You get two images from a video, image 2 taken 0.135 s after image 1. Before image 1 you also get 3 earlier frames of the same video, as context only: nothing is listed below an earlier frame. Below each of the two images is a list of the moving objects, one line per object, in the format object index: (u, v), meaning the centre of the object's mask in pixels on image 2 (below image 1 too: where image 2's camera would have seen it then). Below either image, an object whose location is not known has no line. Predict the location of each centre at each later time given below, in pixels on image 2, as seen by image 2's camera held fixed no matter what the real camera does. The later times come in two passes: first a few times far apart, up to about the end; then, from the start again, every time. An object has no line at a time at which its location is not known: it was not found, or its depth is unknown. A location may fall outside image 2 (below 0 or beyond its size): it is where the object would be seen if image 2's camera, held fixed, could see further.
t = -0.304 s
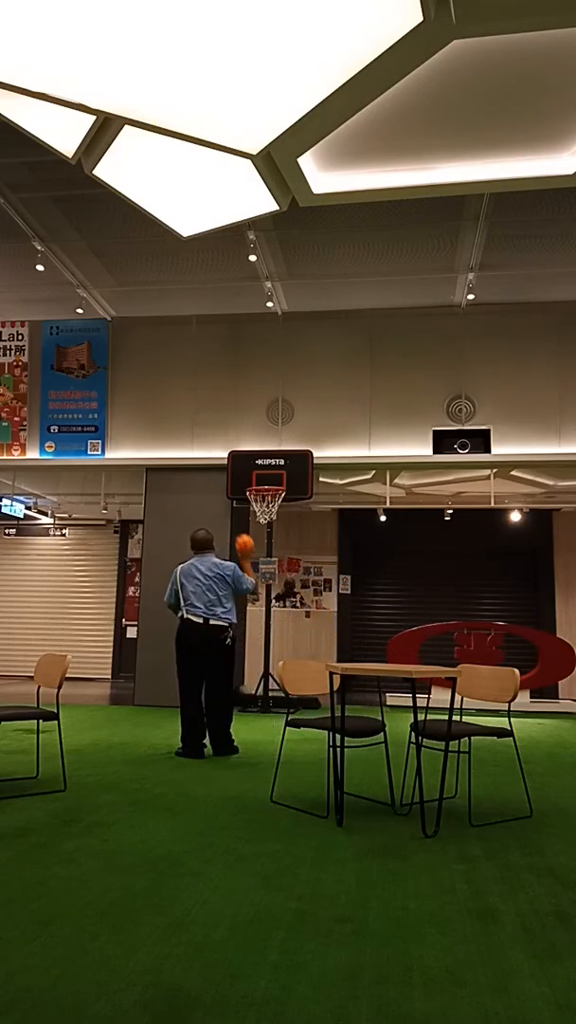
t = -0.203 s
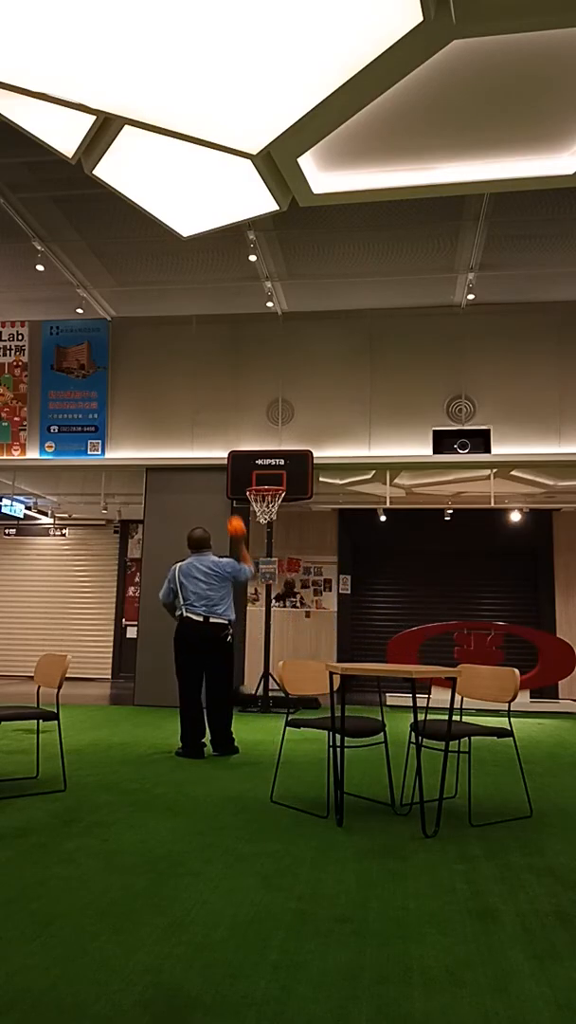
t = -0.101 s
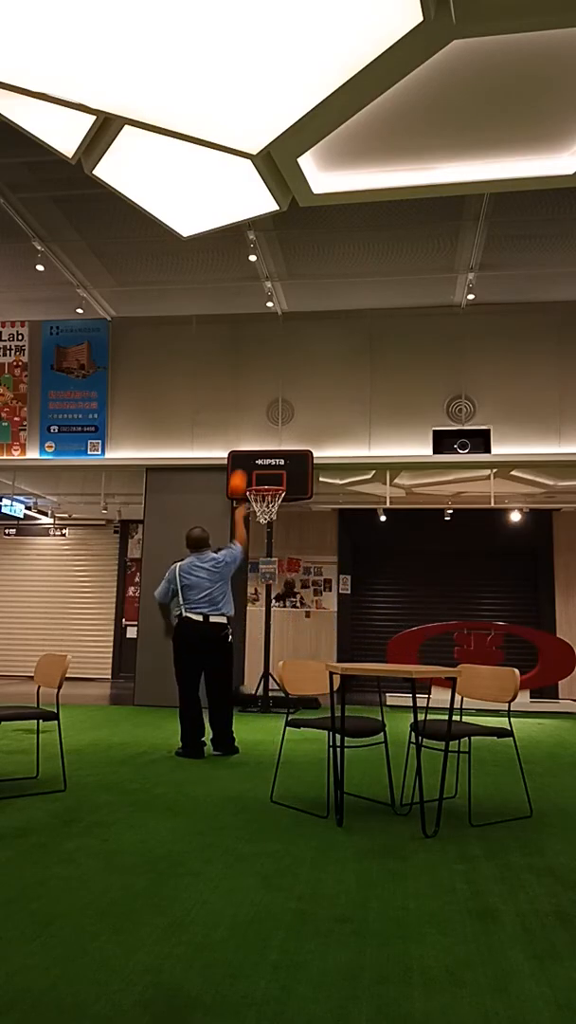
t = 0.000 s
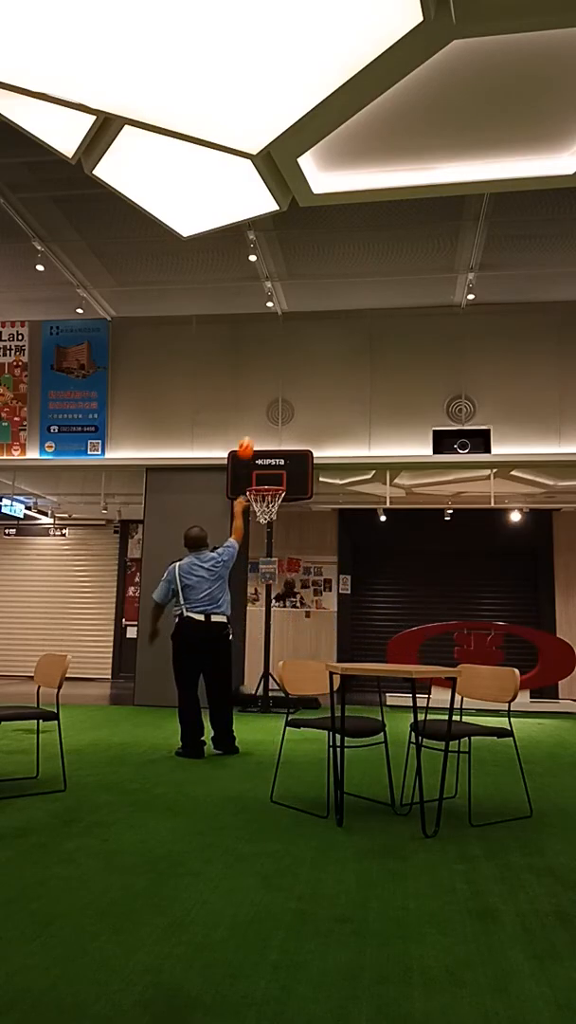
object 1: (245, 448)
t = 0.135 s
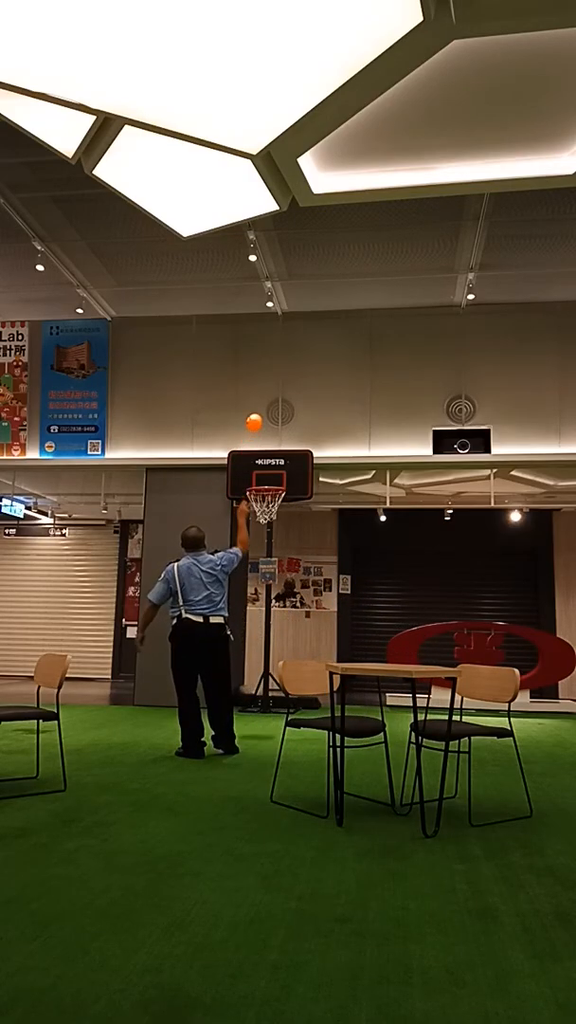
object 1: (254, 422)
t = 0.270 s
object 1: (260, 418)
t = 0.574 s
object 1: (271, 461)
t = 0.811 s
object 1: (250, 504)
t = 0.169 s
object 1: (255, 420)
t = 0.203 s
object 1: (257, 418)
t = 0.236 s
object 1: (258, 417)
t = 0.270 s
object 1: (260, 418)
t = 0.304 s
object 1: (261, 419)
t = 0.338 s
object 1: (263, 421)
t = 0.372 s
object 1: (264, 424)
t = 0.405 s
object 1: (265, 428)
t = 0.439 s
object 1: (266, 432)
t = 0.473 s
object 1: (268, 438)
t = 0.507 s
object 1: (269, 444)
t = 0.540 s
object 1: (270, 452)
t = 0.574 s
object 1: (271, 461)
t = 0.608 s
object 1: (272, 469)
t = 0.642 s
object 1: (273, 478)
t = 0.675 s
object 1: (274, 487)
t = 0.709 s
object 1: (269, 494)
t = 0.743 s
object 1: (263, 497)
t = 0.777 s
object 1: (255, 503)
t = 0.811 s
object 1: (250, 504)
